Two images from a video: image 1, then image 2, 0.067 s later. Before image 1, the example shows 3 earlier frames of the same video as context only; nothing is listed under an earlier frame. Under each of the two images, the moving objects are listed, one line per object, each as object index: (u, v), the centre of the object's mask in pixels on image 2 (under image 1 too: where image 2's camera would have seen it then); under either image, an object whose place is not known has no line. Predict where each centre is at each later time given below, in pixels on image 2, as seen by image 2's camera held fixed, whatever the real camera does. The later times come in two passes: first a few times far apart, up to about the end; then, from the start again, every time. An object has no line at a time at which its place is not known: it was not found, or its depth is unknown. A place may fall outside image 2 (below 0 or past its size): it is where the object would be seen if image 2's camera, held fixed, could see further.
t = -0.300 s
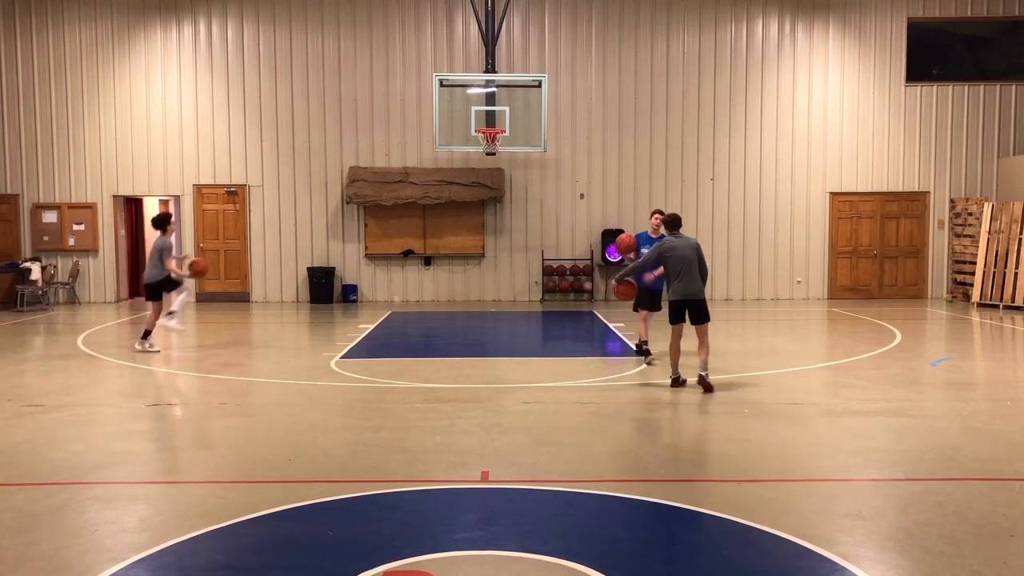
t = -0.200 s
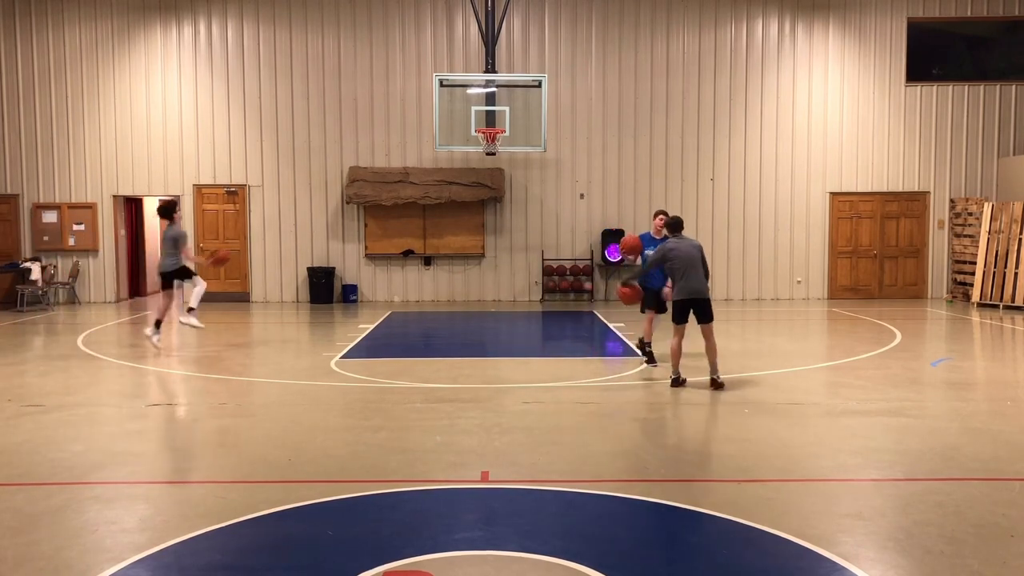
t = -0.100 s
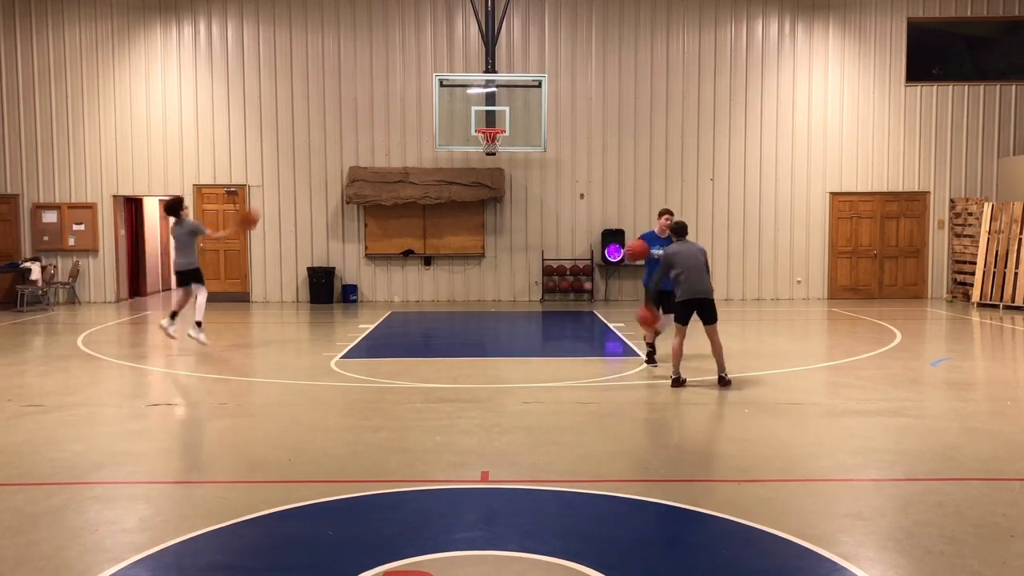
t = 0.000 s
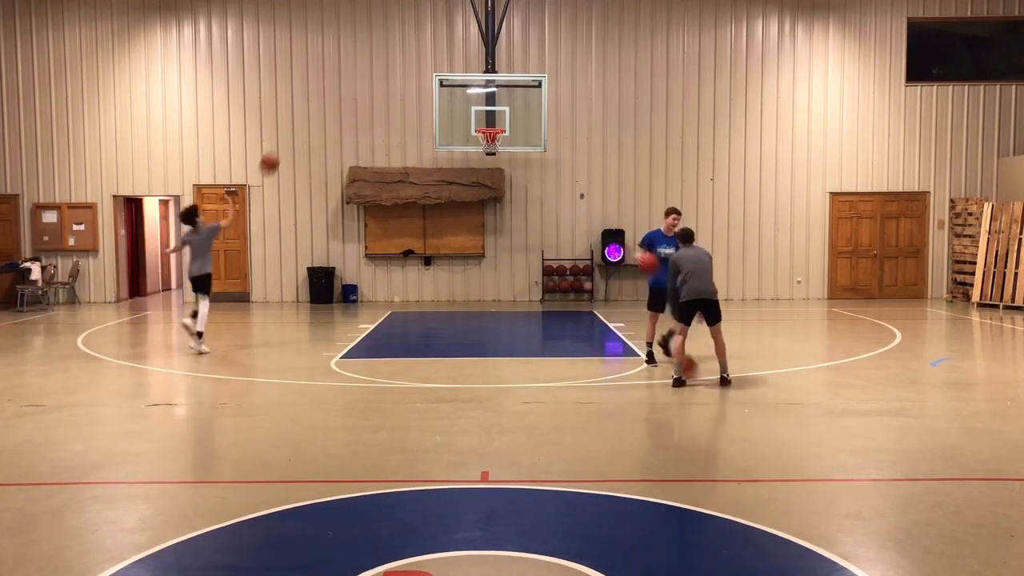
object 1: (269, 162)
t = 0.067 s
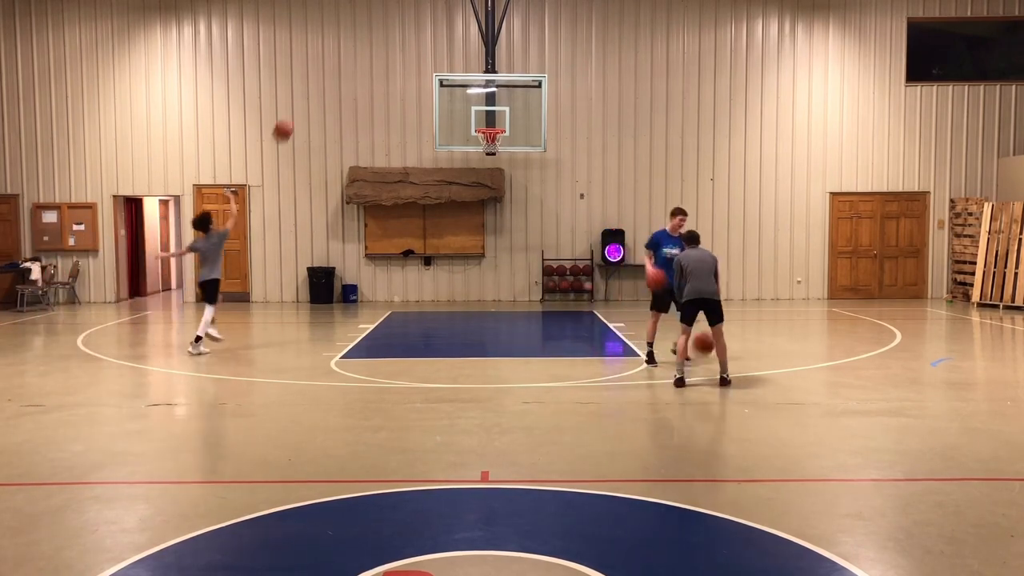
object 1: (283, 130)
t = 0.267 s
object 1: (319, 58)
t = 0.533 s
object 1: (366, 11)
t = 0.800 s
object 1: (409, 17)
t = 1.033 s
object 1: (443, 60)
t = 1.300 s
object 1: (464, 111)
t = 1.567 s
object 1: (428, 77)
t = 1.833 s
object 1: (394, 86)
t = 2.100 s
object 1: (361, 139)
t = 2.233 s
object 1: (345, 181)
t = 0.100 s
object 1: (289, 115)
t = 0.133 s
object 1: (295, 103)
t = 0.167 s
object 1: (301, 90)
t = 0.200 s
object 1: (308, 78)
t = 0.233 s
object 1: (314, 67)
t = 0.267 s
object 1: (319, 58)
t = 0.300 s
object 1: (326, 48)
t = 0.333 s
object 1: (332, 41)
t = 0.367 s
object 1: (337, 33)
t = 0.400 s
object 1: (343, 27)
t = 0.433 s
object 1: (349, 22)
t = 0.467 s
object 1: (355, 17)
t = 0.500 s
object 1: (361, 14)
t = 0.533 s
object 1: (366, 11)
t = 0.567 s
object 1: (372, 9)
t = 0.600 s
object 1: (378, 8)
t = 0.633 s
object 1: (383, 8)
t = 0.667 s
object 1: (388, 8)
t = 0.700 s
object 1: (393, 9)
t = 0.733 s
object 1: (399, 11)
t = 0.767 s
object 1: (404, 14)
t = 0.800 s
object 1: (409, 17)
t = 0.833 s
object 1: (414, 22)
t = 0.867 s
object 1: (420, 26)
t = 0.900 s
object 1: (424, 31)
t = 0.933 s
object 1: (429, 37)
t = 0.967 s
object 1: (434, 44)
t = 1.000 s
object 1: (439, 52)
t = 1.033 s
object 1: (443, 60)
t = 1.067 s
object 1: (448, 68)
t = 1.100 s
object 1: (453, 78)
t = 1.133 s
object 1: (458, 89)
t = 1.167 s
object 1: (462, 99)
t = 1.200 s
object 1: (466, 110)
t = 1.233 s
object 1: (471, 122)
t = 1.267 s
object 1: (469, 119)
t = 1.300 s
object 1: (464, 111)
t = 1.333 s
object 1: (459, 104)
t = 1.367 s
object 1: (456, 98)
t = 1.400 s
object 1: (451, 94)
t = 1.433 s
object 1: (447, 89)
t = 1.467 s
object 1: (442, 84)
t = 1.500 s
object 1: (437, 82)
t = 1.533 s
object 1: (433, 79)
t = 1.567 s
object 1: (428, 77)
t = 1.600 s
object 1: (424, 76)
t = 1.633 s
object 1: (420, 75)
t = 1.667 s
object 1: (415, 76)
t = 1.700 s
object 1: (411, 76)
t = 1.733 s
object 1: (407, 78)
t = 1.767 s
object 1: (402, 80)
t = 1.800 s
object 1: (398, 83)
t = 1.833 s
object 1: (394, 86)
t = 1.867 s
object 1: (390, 91)
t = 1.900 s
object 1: (385, 96)
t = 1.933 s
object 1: (381, 101)
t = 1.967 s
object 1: (377, 107)
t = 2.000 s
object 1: (373, 115)
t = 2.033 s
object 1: (369, 122)
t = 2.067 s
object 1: (365, 130)
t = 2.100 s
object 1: (361, 139)
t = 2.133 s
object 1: (357, 148)
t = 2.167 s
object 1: (353, 159)
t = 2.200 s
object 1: (349, 171)
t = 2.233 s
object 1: (345, 181)
